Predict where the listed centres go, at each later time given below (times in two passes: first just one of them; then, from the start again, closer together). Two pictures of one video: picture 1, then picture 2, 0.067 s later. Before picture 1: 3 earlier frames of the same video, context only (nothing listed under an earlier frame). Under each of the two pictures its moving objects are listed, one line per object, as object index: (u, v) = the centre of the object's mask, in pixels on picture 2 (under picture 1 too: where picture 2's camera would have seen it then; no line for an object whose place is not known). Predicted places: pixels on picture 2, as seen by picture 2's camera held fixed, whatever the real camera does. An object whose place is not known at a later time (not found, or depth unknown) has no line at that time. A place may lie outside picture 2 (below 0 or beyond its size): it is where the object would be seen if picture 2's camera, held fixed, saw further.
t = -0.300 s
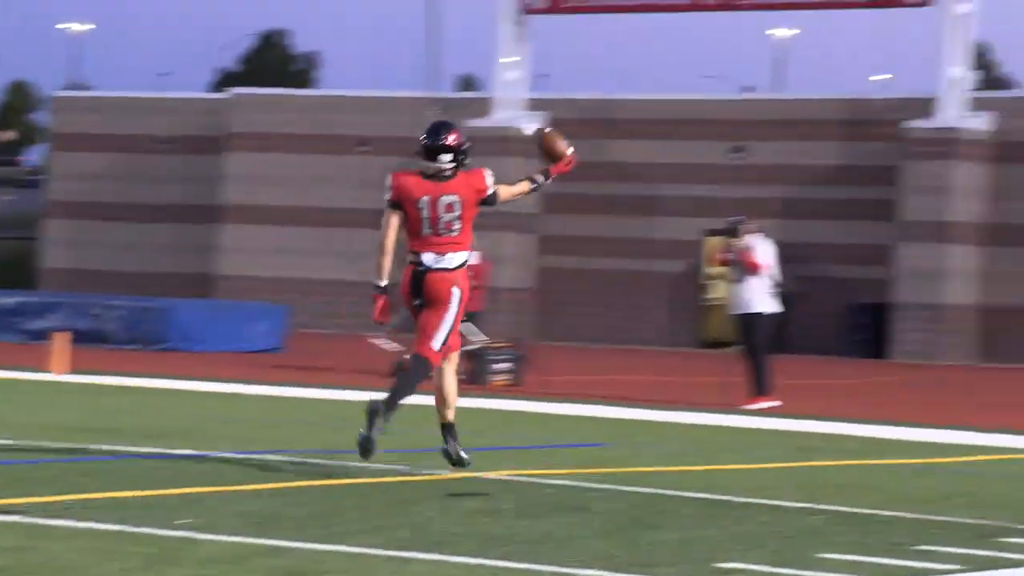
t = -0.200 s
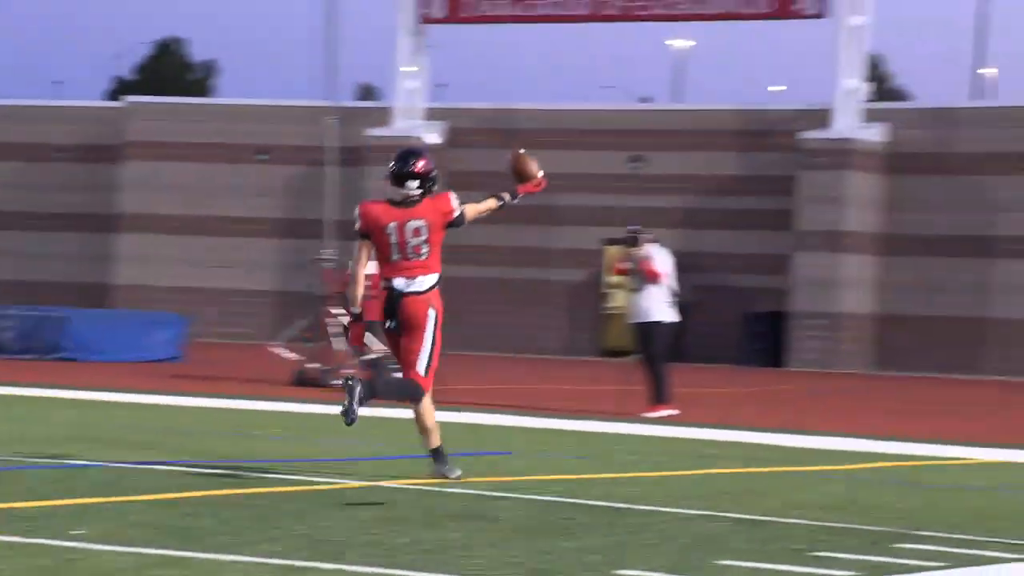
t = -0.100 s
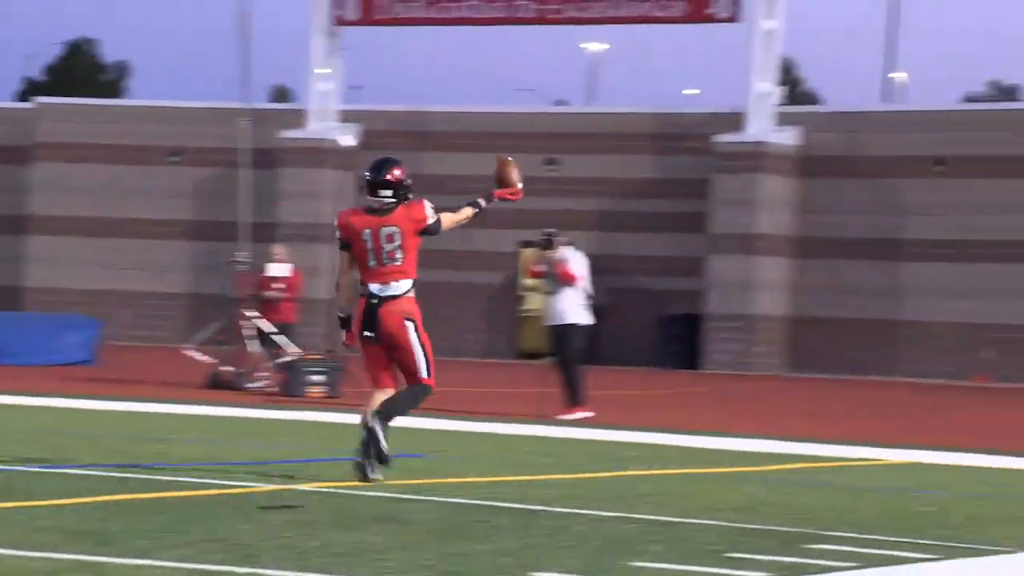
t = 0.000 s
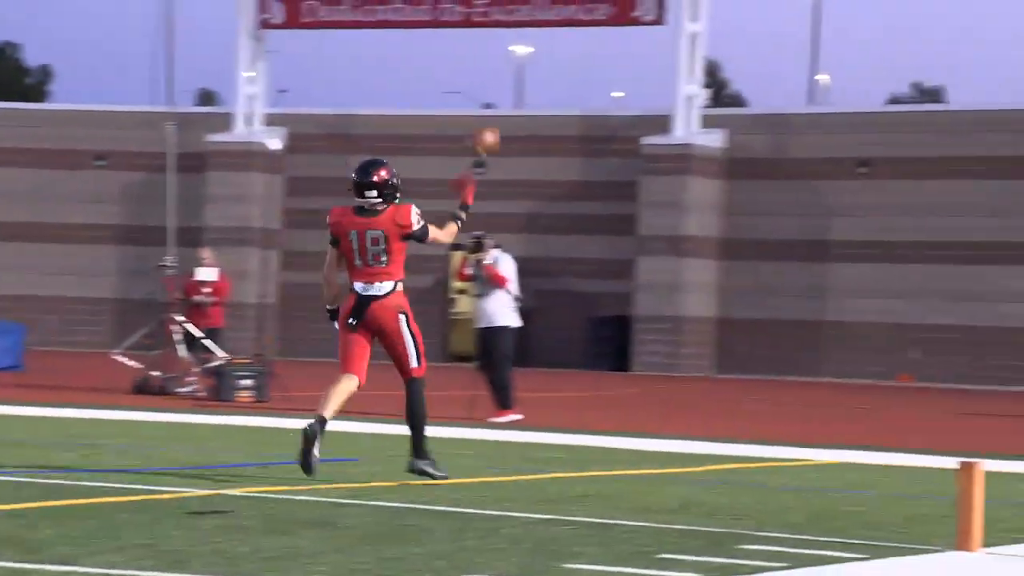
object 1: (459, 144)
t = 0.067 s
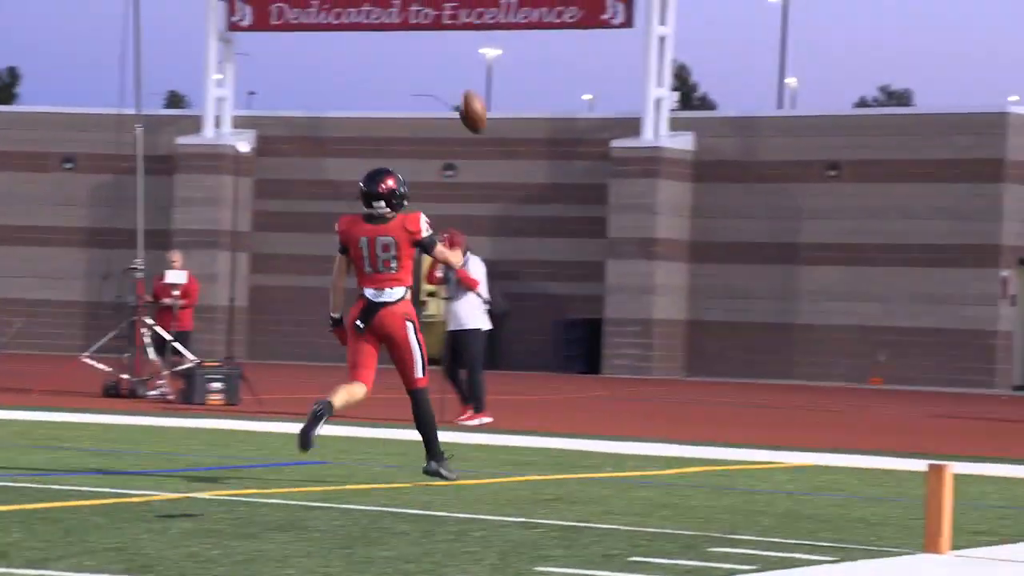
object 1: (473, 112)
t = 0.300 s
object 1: (534, 65)
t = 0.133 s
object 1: (491, 89)
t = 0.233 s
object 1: (519, 69)
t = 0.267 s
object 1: (528, 65)
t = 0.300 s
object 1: (534, 65)
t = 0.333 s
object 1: (543, 64)
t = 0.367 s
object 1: (550, 67)
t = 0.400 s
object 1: (559, 69)
